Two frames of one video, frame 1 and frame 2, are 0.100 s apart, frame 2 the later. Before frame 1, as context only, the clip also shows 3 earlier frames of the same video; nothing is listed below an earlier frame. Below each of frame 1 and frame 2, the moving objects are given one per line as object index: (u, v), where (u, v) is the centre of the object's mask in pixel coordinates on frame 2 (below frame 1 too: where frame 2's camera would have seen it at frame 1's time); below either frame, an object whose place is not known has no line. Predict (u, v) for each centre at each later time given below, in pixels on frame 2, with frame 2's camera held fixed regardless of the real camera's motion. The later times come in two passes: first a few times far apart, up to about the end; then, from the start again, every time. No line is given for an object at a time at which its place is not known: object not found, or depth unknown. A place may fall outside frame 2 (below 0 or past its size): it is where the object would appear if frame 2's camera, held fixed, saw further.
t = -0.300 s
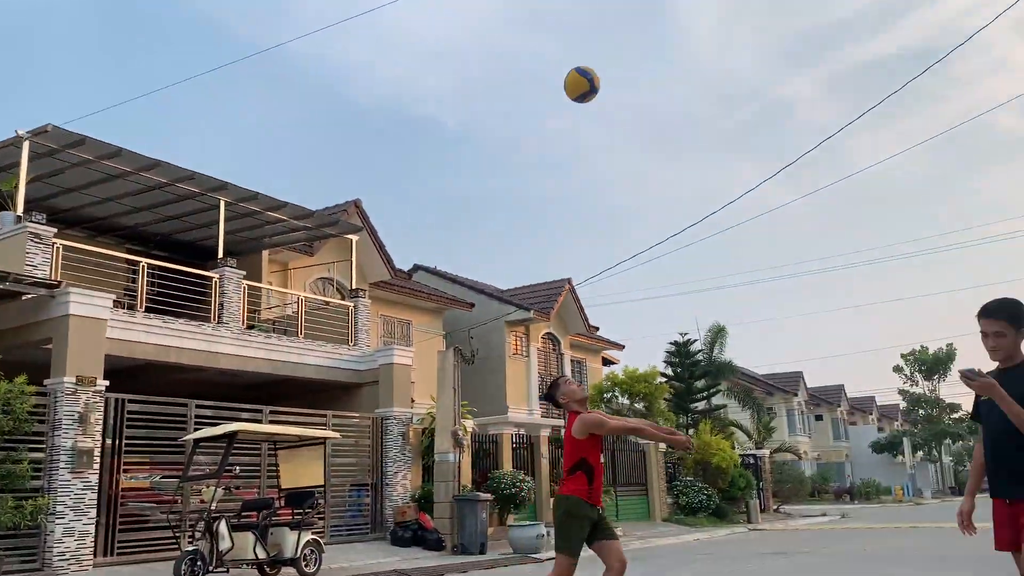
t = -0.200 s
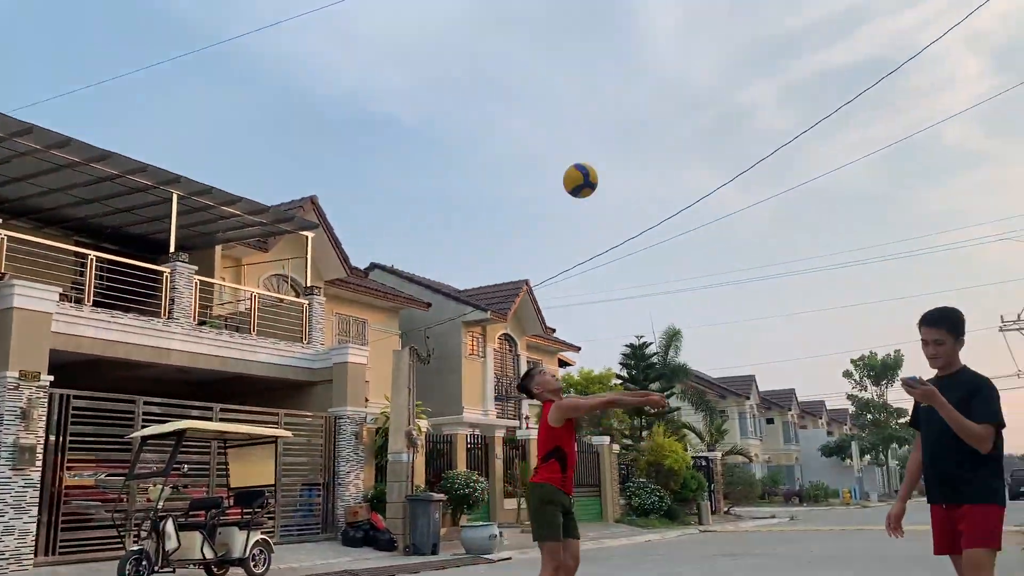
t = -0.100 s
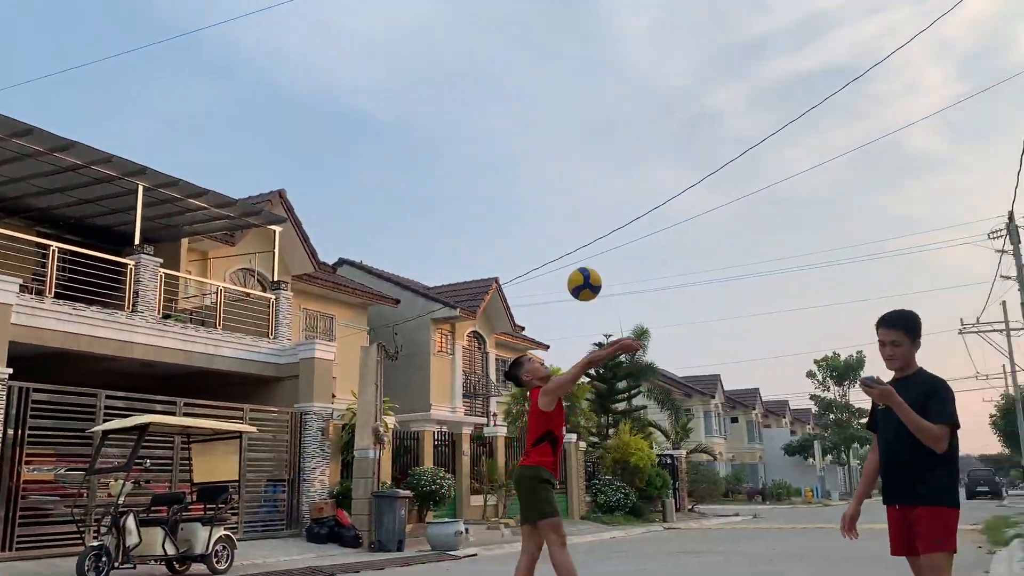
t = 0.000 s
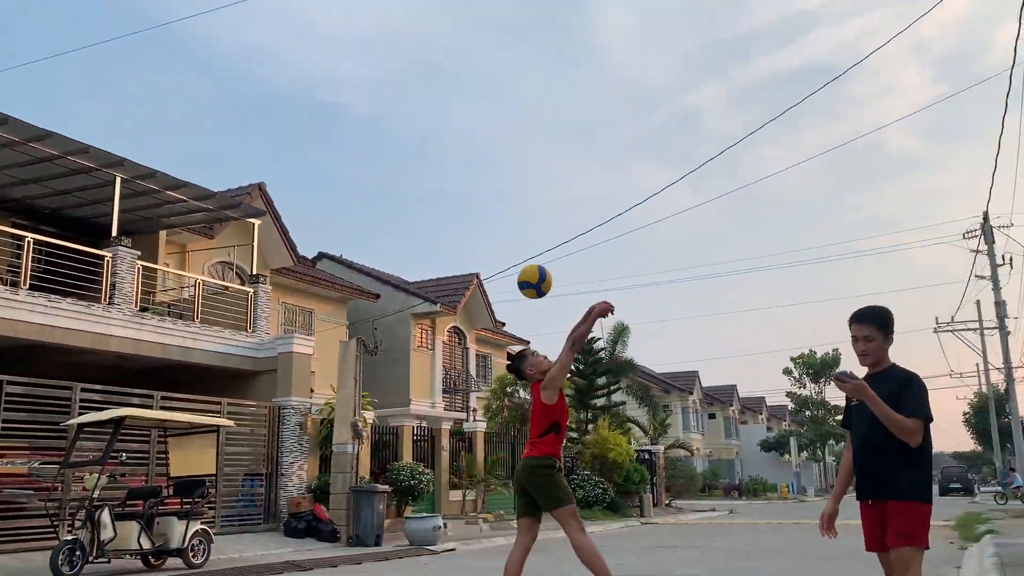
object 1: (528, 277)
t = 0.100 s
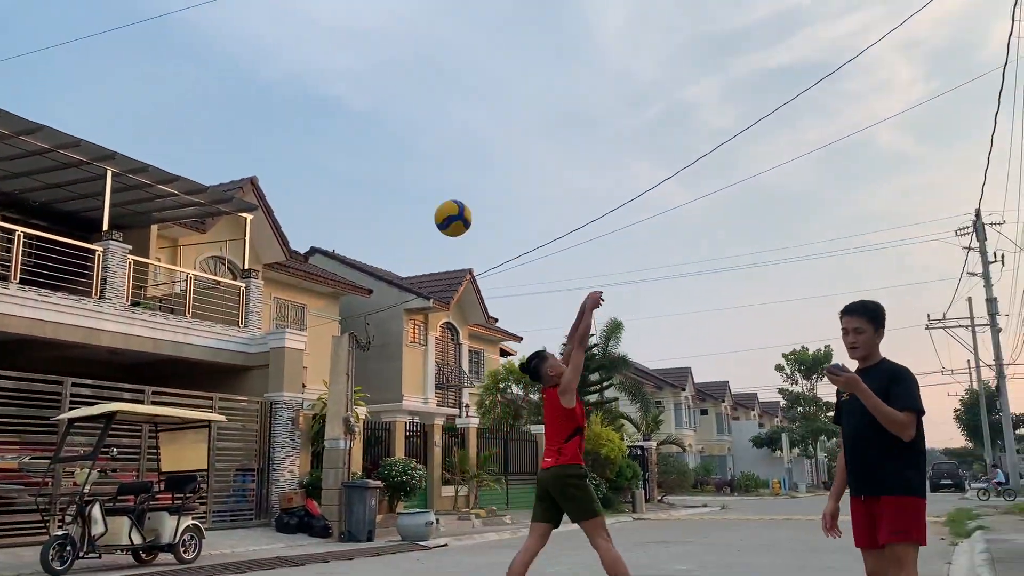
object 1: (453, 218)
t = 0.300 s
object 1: (276, 135)
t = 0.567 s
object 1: (-66, 126)
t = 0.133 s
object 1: (426, 201)
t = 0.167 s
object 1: (399, 185)
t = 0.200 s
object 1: (370, 171)
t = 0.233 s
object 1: (340, 157)
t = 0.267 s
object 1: (309, 145)
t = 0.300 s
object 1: (276, 135)
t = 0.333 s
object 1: (242, 127)
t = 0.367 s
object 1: (205, 120)
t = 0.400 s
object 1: (166, 116)
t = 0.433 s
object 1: (126, 114)
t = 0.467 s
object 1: (84, 114)
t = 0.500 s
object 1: (38, 115)
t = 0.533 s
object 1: (-12, 119)
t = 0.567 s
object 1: (-66, 126)
